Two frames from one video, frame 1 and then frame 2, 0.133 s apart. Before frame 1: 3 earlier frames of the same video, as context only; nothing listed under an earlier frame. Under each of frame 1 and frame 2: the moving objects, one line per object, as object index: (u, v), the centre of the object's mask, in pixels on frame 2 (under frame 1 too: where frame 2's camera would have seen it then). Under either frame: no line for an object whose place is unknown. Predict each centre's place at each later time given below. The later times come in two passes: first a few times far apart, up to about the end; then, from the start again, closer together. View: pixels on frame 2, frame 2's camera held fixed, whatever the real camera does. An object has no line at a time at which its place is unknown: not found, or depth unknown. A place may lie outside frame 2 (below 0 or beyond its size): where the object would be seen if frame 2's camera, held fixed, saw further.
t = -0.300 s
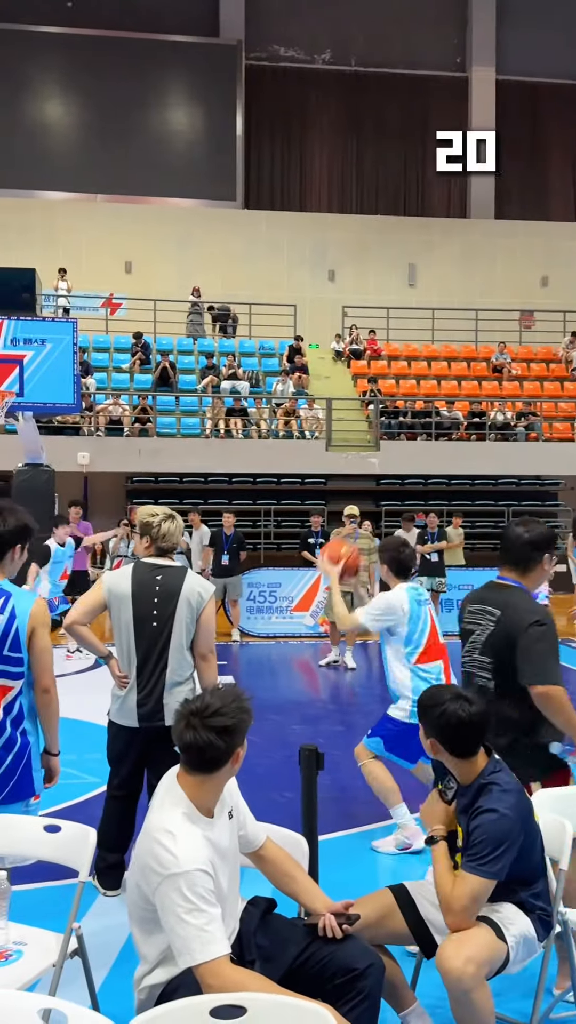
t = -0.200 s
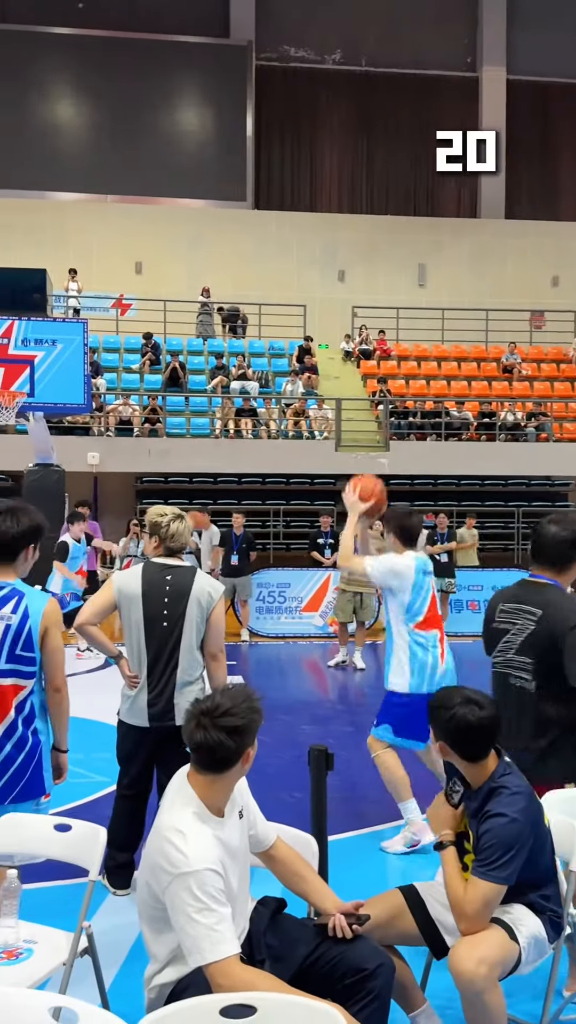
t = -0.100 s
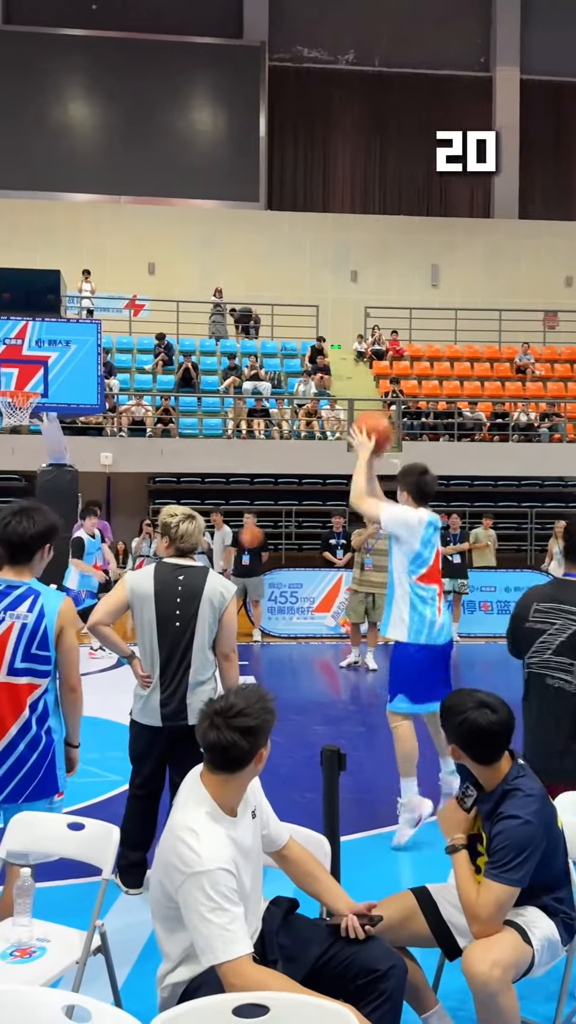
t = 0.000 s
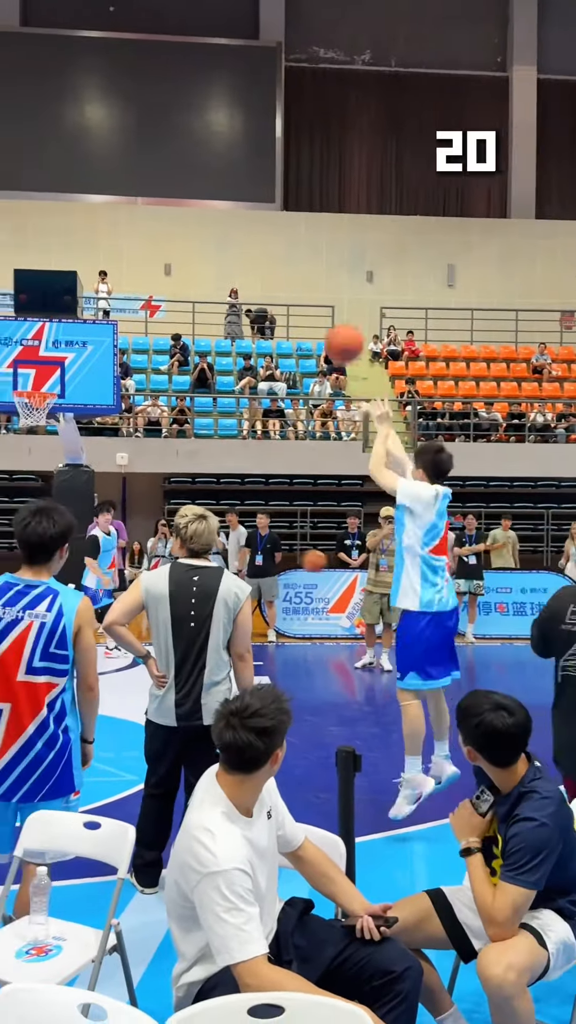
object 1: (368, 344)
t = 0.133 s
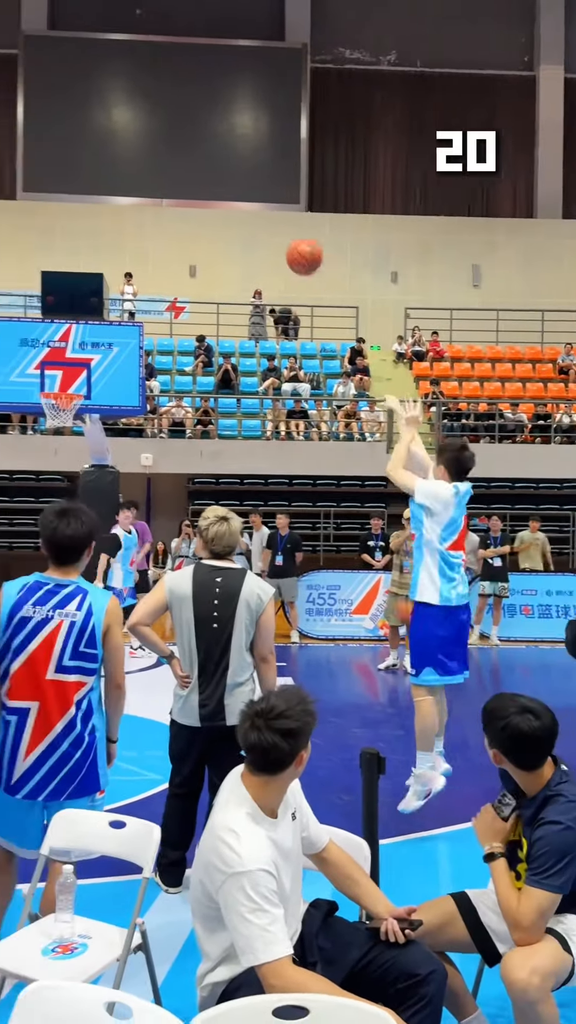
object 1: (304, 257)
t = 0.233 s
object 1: (264, 216)
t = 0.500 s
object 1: (183, 186)
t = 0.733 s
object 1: (129, 225)
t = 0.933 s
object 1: (92, 291)
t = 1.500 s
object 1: (15, 311)
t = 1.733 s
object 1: (-44, 299)
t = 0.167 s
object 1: (290, 240)
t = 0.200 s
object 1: (276, 227)
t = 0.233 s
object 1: (264, 216)
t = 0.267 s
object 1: (252, 206)
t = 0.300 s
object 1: (241, 198)
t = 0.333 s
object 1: (230, 192)
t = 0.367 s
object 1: (220, 188)
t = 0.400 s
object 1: (210, 186)
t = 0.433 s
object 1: (202, 185)
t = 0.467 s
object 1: (192, 185)
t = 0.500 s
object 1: (183, 186)
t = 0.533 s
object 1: (175, 188)
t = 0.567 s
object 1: (167, 192)
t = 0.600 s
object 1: (159, 196)
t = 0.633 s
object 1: (151, 202)
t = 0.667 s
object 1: (144, 209)
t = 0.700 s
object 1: (136, 216)
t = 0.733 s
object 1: (129, 225)
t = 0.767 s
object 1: (123, 234)
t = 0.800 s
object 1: (116, 244)
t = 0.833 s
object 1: (110, 254)
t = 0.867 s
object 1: (104, 266)
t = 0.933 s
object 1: (92, 291)
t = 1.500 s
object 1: (15, 311)
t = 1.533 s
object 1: (7, 307)
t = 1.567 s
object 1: (-1, 303)
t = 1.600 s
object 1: (-10, 300)
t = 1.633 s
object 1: (-16, 298)
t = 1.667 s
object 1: (-26, 297)
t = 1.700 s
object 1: (-34, 297)
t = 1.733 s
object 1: (-44, 299)
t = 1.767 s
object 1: (-52, 301)
